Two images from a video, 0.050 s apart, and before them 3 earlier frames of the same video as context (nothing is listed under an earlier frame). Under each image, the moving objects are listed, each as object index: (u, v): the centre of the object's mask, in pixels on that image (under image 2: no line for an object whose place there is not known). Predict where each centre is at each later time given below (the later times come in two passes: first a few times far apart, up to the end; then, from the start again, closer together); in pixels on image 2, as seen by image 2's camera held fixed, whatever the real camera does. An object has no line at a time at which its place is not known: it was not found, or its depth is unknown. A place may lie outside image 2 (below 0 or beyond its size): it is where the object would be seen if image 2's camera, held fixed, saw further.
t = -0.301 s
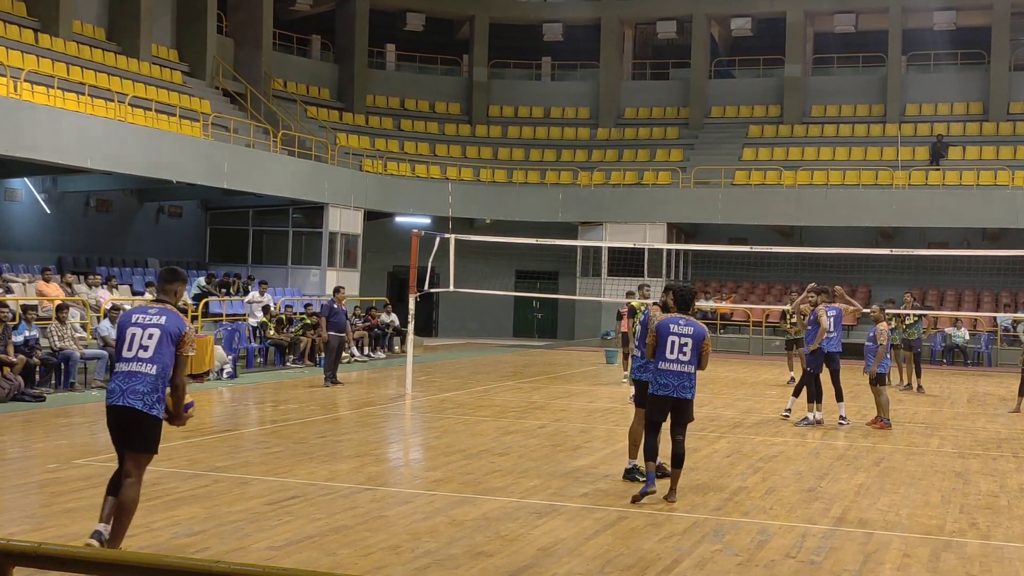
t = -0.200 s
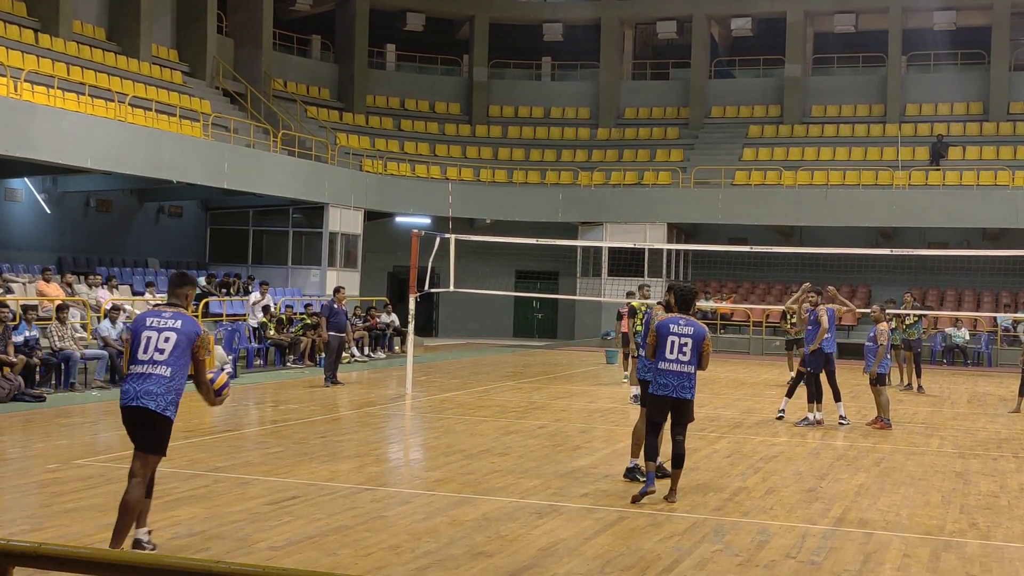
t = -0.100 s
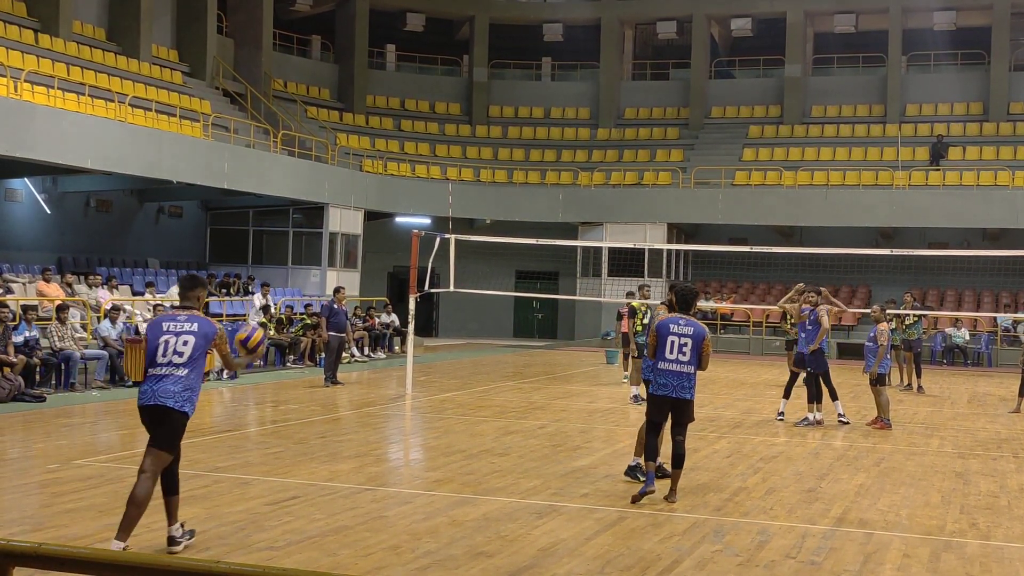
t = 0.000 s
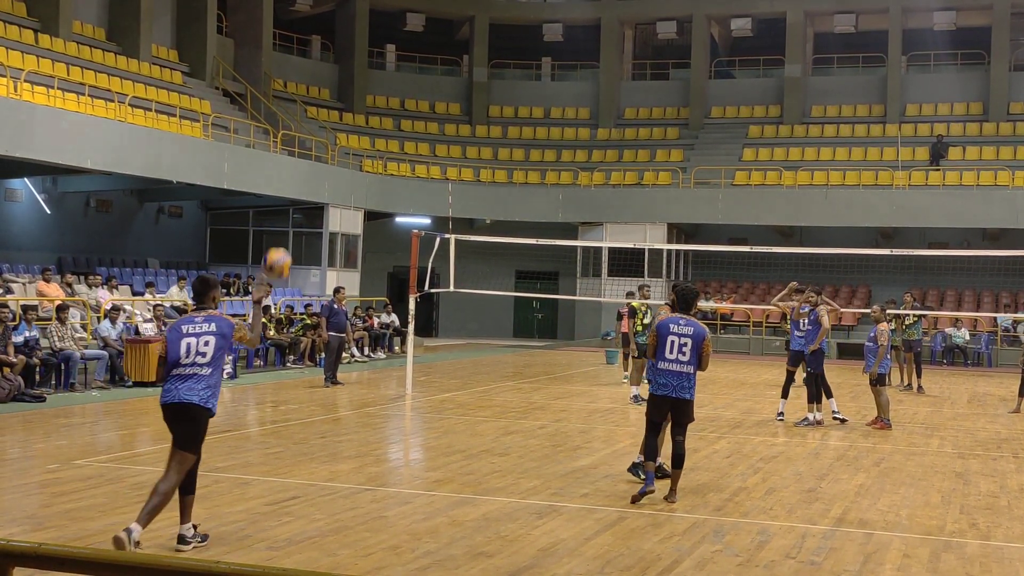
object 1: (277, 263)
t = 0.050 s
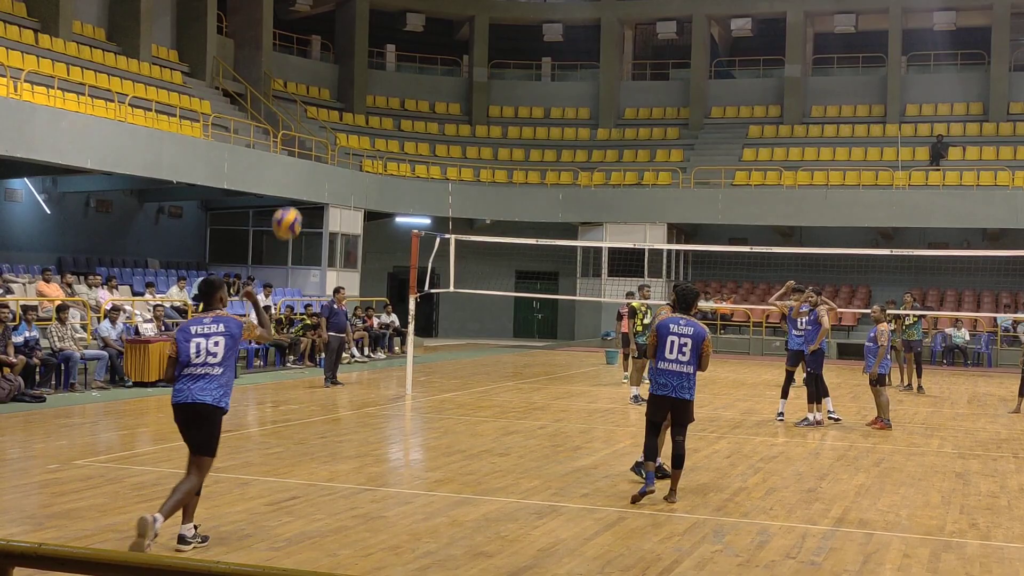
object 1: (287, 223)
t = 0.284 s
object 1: (328, 83)
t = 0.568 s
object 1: (372, 20)
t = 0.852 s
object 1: (407, 56)
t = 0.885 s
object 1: (411, 67)
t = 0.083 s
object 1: (292, 199)
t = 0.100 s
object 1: (296, 185)
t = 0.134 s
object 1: (302, 162)
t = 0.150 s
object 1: (305, 151)
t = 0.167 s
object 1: (309, 140)
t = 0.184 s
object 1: (311, 131)
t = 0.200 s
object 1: (314, 121)
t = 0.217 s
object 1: (317, 113)
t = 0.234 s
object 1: (320, 105)
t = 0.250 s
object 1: (322, 97)
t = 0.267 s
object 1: (325, 89)
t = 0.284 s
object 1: (328, 83)
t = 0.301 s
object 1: (331, 75)
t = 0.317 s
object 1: (333, 69)
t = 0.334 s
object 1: (336, 63)
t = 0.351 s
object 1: (339, 57)
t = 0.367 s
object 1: (342, 52)
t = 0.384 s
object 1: (344, 48)
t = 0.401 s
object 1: (347, 44)
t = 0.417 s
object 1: (349, 40)
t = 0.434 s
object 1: (352, 36)
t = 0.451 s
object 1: (354, 32)
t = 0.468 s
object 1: (357, 29)
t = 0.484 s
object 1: (359, 27)
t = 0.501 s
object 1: (362, 24)
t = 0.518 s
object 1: (364, 23)
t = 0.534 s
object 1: (367, 21)
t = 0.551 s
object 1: (369, 21)
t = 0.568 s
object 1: (372, 20)
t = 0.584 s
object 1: (373, 20)
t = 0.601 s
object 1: (376, 20)
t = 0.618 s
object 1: (378, 20)
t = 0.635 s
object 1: (380, 20)
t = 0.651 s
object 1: (383, 21)
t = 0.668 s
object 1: (385, 22)
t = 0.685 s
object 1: (387, 24)
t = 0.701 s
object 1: (389, 26)
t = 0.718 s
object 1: (391, 28)
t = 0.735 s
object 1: (393, 31)
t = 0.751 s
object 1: (395, 34)
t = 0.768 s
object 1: (397, 37)
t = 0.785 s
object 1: (399, 41)
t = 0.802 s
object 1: (401, 44)
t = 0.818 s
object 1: (403, 48)
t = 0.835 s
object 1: (405, 52)
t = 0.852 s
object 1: (407, 56)
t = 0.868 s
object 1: (409, 62)
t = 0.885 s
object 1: (411, 67)
